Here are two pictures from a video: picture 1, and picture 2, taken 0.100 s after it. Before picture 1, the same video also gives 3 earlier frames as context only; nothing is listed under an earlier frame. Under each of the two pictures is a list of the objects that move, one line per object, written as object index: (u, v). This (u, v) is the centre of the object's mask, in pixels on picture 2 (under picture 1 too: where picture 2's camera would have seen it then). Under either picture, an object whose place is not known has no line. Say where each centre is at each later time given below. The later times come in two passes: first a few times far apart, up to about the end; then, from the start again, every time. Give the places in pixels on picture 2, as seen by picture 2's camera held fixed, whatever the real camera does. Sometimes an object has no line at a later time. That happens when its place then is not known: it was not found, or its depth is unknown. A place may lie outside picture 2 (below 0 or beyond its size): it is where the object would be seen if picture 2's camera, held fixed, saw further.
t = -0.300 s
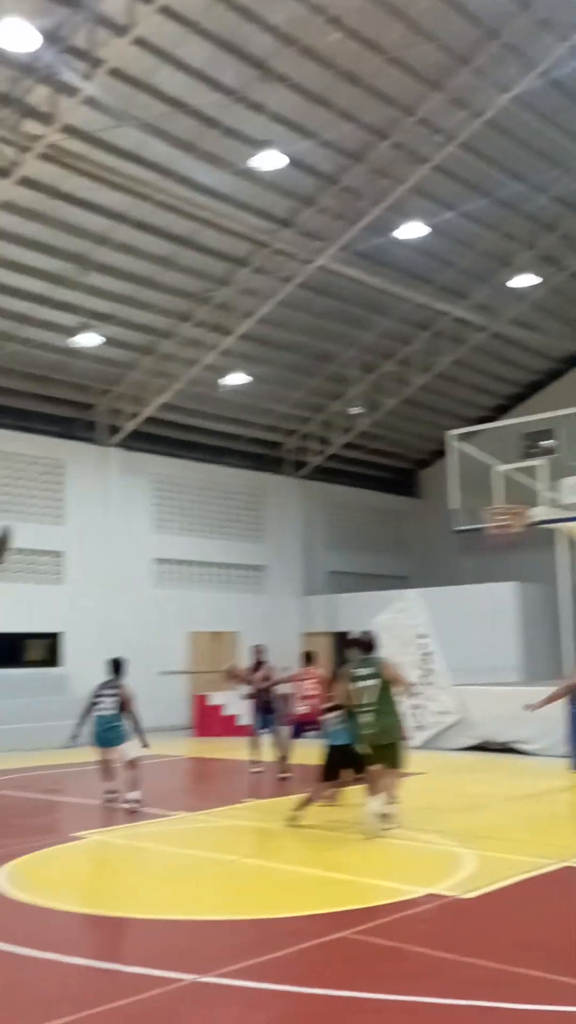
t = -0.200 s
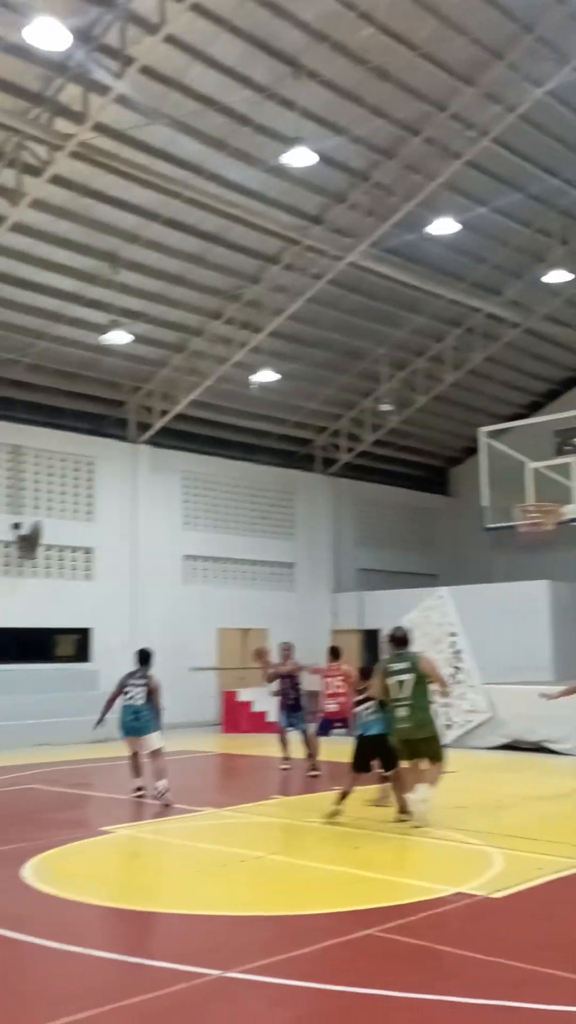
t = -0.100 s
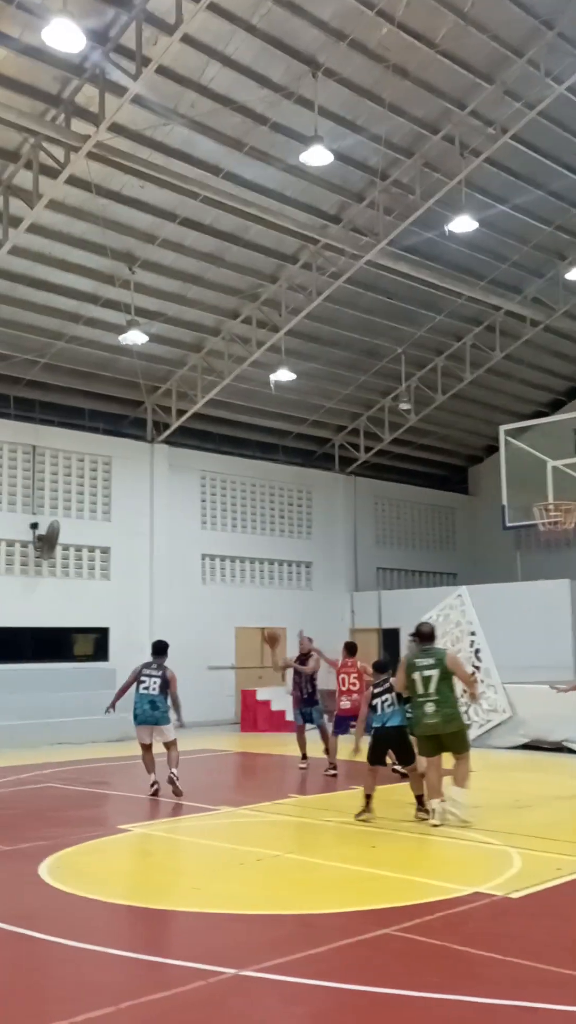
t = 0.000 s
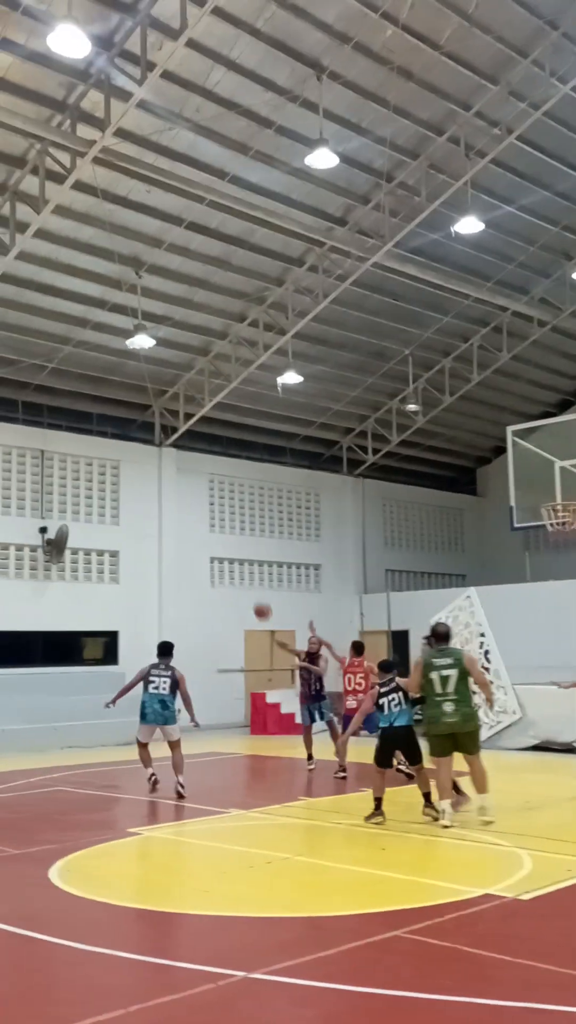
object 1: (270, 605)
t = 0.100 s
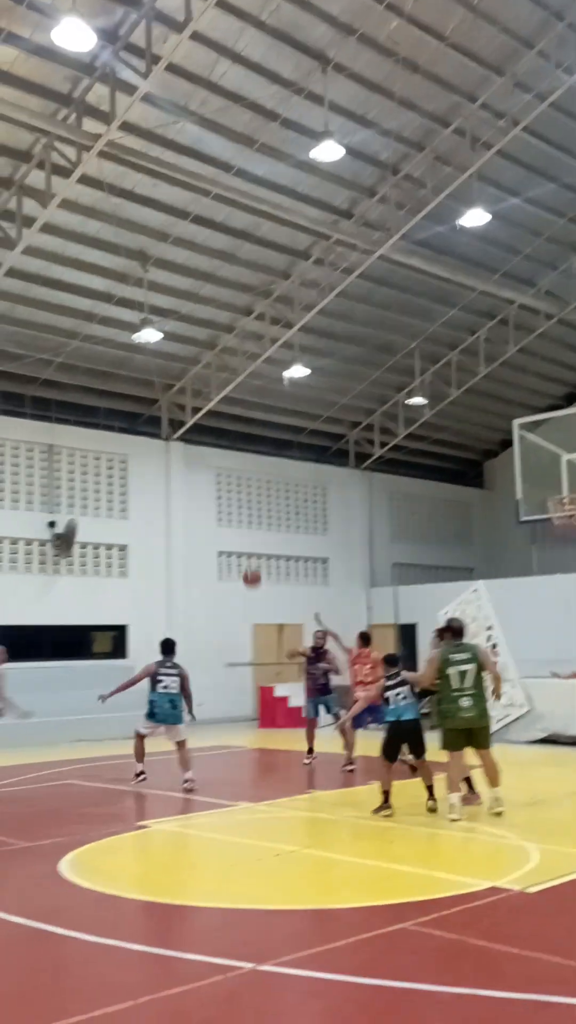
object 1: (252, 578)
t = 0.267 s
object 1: (217, 546)
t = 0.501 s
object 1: (157, 531)
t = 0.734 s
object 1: (72, 574)
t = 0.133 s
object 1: (245, 571)
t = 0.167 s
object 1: (238, 562)
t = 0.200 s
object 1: (230, 556)
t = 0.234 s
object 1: (224, 550)
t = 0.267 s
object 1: (217, 546)
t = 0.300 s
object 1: (208, 541)
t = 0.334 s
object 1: (201, 537)
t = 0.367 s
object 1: (192, 534)
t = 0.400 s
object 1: (184, 532)
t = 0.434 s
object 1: (176, 531)
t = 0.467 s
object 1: (166, 531)
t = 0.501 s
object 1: (157, 531)
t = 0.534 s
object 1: (146, 533)
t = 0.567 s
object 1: (135, 537)
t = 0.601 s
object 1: (124, 541)
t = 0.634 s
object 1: (111, 548)
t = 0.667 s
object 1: (99, 555)
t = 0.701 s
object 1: (86, 564)
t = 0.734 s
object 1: (72, 574)
